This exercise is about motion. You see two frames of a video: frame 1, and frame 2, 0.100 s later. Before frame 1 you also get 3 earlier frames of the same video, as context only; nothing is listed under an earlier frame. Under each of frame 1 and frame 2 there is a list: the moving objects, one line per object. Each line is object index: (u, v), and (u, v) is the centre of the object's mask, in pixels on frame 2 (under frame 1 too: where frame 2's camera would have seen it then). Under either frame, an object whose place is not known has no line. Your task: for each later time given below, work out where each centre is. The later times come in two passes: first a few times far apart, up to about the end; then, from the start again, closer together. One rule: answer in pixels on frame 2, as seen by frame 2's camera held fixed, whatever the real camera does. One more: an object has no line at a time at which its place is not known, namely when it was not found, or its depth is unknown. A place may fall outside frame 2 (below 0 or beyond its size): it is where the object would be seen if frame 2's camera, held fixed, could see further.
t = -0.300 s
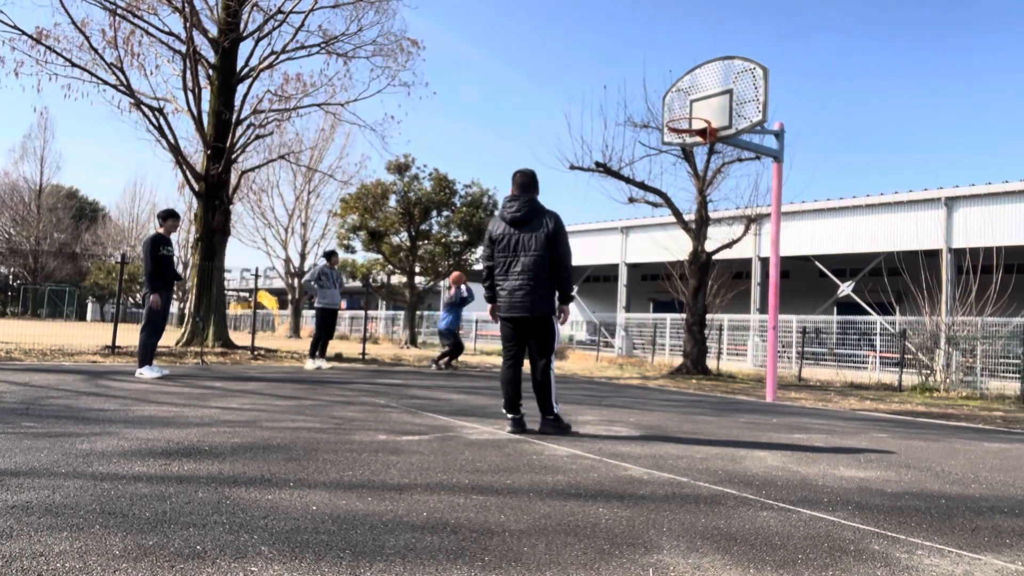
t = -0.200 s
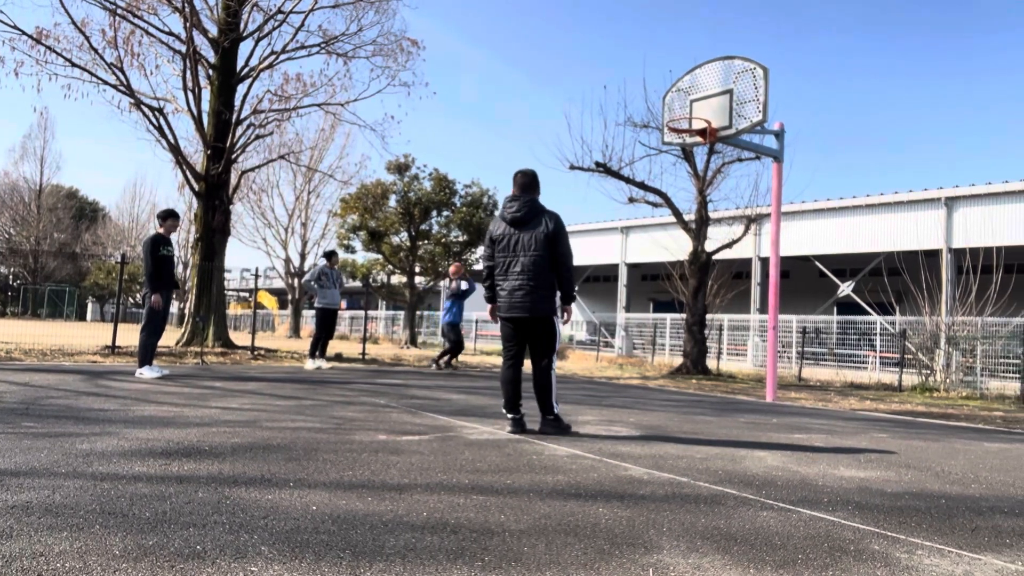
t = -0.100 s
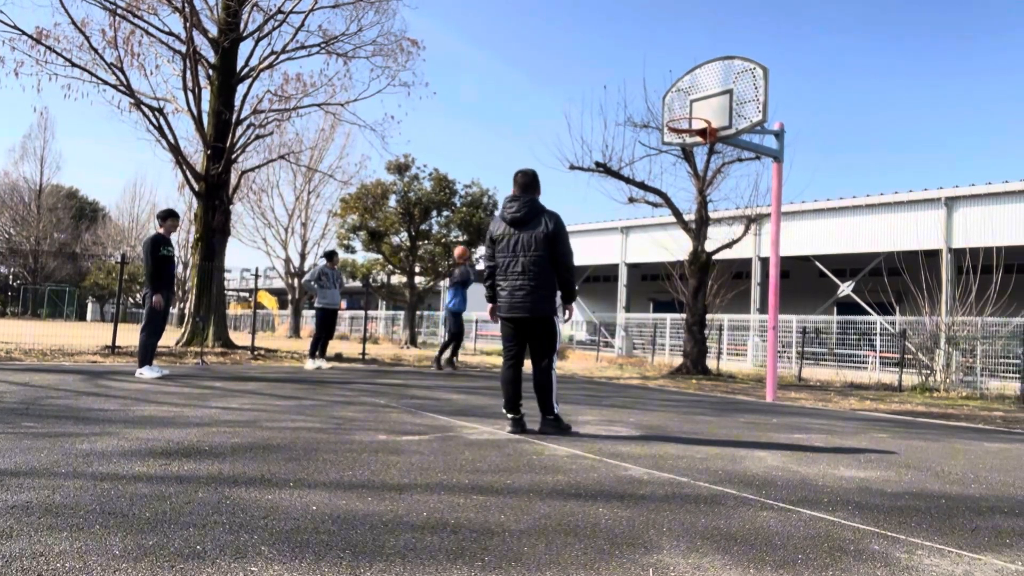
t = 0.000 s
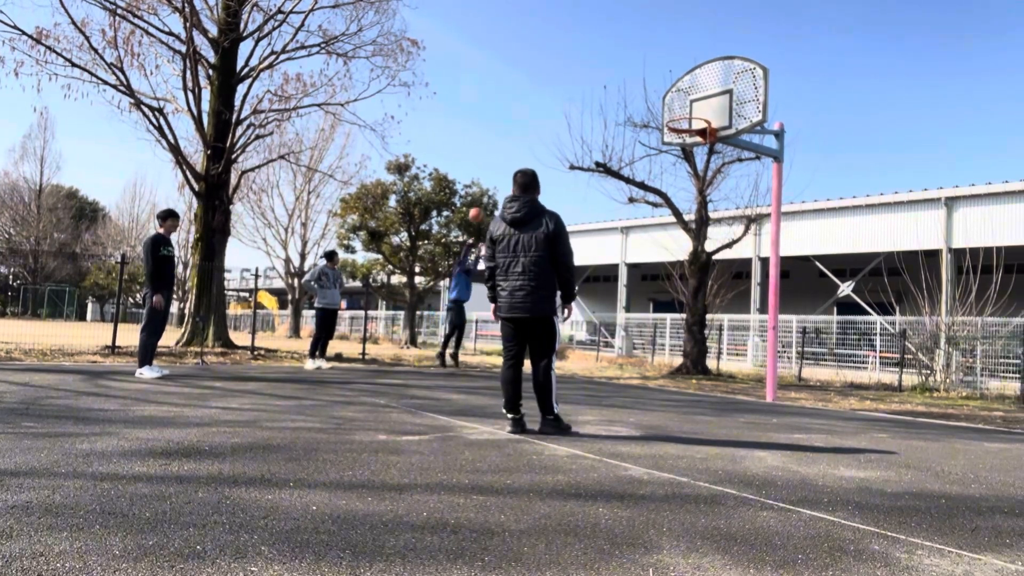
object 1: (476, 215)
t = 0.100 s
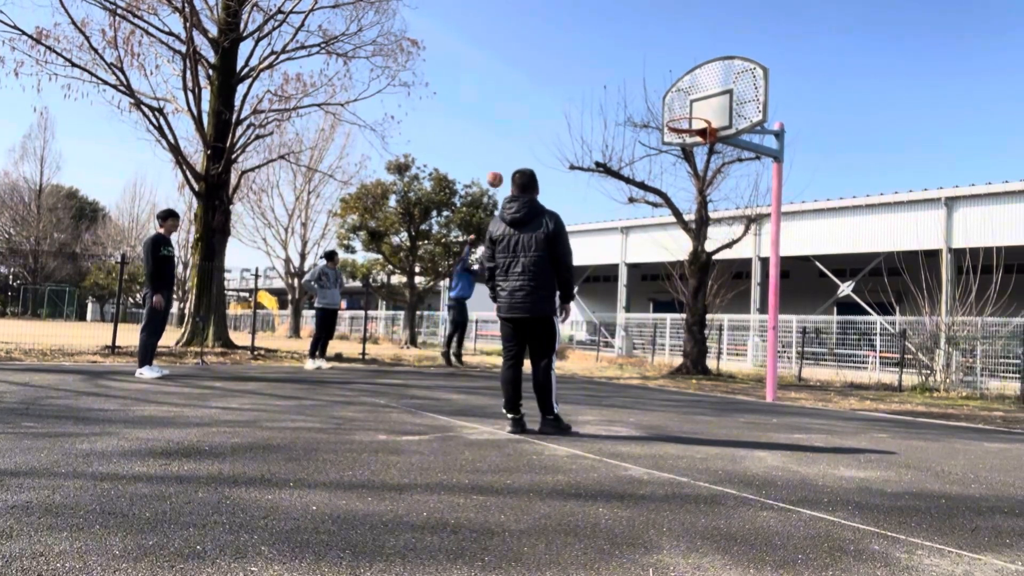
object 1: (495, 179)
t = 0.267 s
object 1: (527, 131)
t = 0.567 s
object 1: (591, 84)
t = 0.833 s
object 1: (655, 99)
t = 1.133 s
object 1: (685, 127)
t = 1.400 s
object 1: (730, 183)
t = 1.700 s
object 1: (777, 315)
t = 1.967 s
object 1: (809, 348)
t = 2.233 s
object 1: (833, 292)
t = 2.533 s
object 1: (858, 303)
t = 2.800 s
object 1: (877, 374)
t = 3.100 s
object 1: (900, 363)
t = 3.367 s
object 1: (922, 356)
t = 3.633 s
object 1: (943, 405)
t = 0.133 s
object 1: (501, 168)
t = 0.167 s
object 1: (508, 158)
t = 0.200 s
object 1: (514, 148)
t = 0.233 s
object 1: (520, 139)
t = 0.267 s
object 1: (527, 131)
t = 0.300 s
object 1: (534, 123)
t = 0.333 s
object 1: (541, 115)
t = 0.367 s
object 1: (547, 109)
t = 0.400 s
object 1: (554, 103)
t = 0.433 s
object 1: (561, 97)
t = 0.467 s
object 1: (568, 93)
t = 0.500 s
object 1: (576, 90)
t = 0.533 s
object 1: (583, 86)
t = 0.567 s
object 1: (591, 84)
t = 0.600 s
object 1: (598, 83)
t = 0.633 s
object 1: (606, 83)
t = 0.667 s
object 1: (614, 83)
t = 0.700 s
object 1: (622, 84)
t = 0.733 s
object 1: (630, 86)
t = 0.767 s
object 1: (638, 89)
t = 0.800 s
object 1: (647, 93)
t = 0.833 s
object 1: (655, 99)
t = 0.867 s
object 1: (664, 105)
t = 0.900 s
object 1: (672, 111)
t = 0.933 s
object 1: (681, 119)
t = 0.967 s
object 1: (689, 120)
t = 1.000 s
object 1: (698, 121)
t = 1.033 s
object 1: (691, 121)
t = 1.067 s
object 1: (682, 123)
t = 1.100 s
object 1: (679, 125)
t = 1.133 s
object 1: (685, 127)
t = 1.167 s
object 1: (690, 131)
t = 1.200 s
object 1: (697, 136)
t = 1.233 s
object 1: (702, 142)
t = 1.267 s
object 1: (708, 148)
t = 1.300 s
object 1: (714, 154)
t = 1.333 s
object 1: (719, 164)
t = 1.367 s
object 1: (725, 173)
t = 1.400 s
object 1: (730, 183)
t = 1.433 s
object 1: (735, 194)
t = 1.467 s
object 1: (741, 206)
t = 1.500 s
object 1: (746, 219)
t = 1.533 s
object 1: (751, 232)
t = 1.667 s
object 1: (772, 297)
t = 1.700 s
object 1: (777, 315)
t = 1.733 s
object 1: (782, 334)
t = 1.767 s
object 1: (787, 353)
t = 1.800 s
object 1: (791, 374)
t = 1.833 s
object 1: (796, 395)
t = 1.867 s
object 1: (799, 386)
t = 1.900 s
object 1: (804, 373)
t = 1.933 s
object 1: (806, 360)
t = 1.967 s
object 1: (809, 348)
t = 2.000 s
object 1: (812, 338)
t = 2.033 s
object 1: (815, 328)
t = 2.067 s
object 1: (819, 320)
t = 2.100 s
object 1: (822, 312)
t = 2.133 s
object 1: (825, 306)
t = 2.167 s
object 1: (827, 300)
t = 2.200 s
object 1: (831, 296)
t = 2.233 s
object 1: (833, 292)
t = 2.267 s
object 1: (837, 290)
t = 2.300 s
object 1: (840, 288)
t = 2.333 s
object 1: (842, 288)
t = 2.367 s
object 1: (845, 288)
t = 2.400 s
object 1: (847, 289)
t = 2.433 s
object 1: (850, 291)
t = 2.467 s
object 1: (853, 294)
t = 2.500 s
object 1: (856, 297)
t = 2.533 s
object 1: (858, 303)
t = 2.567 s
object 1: (860, 309)
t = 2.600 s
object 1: (863, 315)
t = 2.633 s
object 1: (865, 323)
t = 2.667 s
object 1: (868, 332)
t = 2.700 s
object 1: (870, 341)
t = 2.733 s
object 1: (872, 351)
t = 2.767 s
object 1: (875, 362)
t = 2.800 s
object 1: (877, 374)
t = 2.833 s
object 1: (879, 386)
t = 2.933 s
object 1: (886, 397)
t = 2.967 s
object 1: (889, 389)
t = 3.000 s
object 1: (893, 381)
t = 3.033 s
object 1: (896, 374)
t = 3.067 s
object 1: (898, 368)
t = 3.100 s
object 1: (900, 363)
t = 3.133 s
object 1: (904, 358)
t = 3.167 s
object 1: (907, 356)
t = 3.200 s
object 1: (909, 354)
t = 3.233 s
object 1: (911, 352)
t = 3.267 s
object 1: (914, 352)
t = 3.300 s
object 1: (917, 352)
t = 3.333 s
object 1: (919, 354)
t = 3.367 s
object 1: (922, 356)
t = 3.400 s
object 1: (925, 359)
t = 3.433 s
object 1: (927, 364)
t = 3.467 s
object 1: (930, 368)
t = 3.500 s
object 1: (933, 373)
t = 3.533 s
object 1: (935, 380)
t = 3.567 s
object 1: (939, 388)
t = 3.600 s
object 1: (941, 395)
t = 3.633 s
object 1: (943, 405)
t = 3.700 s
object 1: (947, 402)
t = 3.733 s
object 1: (949, 395)
